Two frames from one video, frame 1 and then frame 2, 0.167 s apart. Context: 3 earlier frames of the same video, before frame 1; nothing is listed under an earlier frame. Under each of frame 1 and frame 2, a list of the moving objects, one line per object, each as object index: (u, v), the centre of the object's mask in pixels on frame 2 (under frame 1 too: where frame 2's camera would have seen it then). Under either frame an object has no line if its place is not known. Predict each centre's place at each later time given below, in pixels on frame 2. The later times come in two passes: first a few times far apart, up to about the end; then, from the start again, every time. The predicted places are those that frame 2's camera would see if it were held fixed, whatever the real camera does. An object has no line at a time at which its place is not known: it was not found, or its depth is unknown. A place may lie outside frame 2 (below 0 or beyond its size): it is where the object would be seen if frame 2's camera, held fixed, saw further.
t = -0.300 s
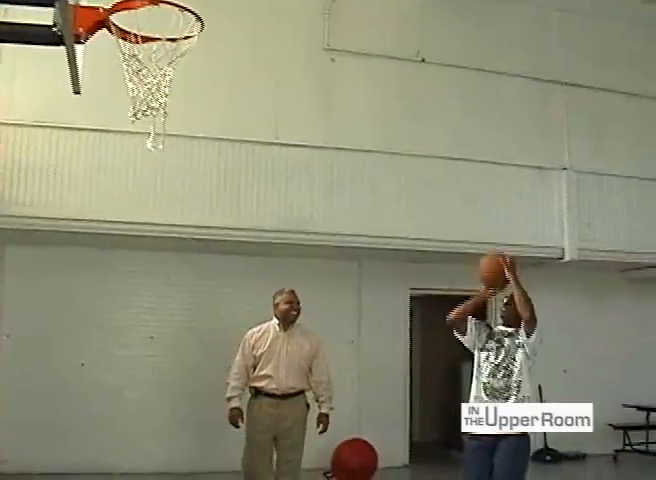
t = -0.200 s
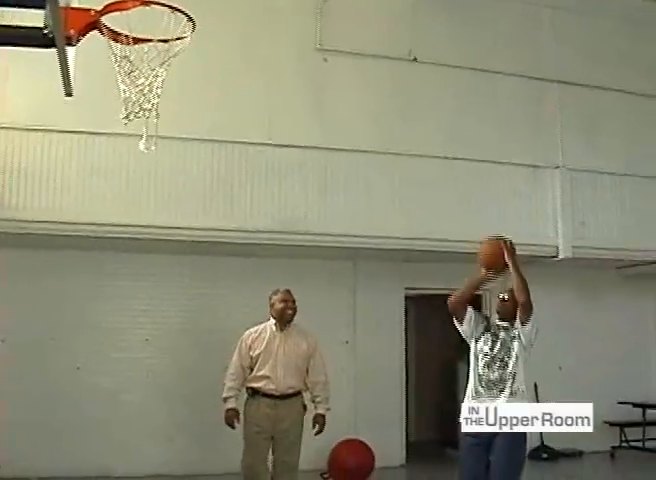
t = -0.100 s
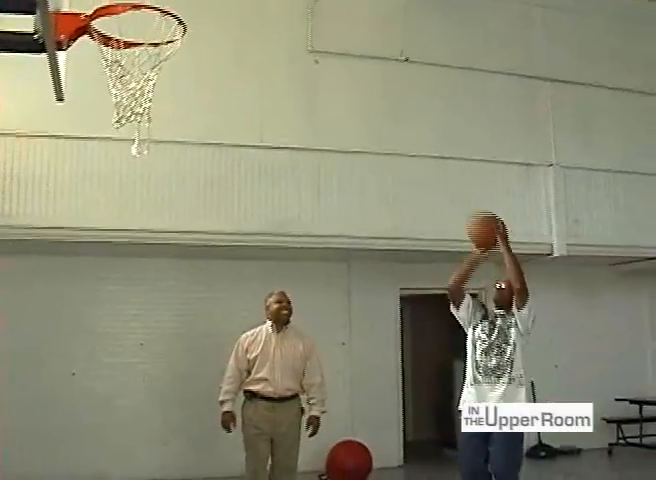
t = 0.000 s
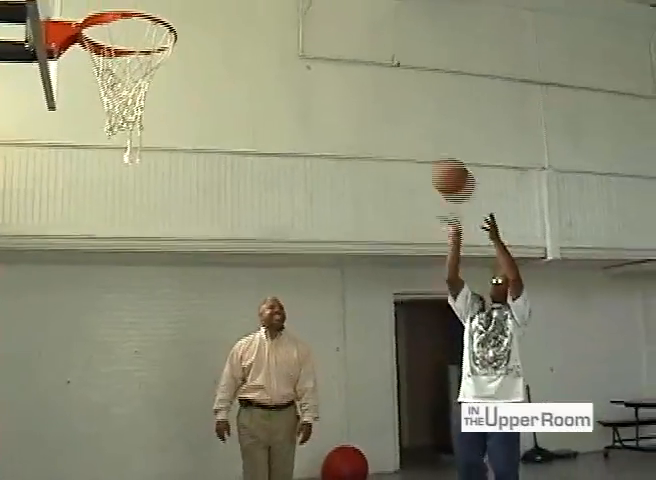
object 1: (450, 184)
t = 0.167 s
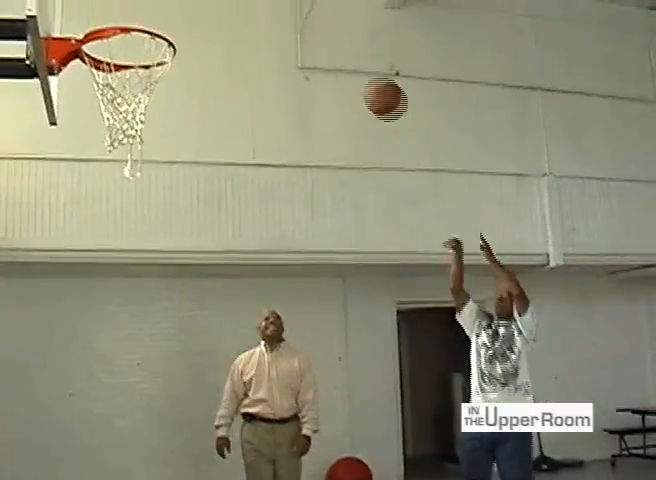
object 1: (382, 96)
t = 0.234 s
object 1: (354, 71)
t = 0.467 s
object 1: (255, 34)
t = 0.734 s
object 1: (186, 69)
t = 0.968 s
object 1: (224, 143)
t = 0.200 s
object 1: (368, 84)
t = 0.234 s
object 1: (354, 71)
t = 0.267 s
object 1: (341, 62)
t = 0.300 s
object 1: (327, 53)
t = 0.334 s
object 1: (313, 47)
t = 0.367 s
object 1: (299, 41)
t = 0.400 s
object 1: (285, 37)
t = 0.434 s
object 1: (271, 34)
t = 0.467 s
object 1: (255, 34)
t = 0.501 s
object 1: (240, 34)
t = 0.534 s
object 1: (223, 37)
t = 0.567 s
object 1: (207, 41)
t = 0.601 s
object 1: (193, 47)
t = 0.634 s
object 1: (179, 54)
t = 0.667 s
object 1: (182, 61)
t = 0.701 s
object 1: (184, 66)
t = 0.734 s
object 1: (186, 69)
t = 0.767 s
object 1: (191, 75)
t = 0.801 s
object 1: (196, 83)
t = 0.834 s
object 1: (202, 92)
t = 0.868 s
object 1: (207, 102)
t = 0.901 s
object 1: (213, 114)
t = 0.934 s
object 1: (218, 128)
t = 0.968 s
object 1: (224, 143)
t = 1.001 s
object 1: (230, 158)
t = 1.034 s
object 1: (234, 177)
